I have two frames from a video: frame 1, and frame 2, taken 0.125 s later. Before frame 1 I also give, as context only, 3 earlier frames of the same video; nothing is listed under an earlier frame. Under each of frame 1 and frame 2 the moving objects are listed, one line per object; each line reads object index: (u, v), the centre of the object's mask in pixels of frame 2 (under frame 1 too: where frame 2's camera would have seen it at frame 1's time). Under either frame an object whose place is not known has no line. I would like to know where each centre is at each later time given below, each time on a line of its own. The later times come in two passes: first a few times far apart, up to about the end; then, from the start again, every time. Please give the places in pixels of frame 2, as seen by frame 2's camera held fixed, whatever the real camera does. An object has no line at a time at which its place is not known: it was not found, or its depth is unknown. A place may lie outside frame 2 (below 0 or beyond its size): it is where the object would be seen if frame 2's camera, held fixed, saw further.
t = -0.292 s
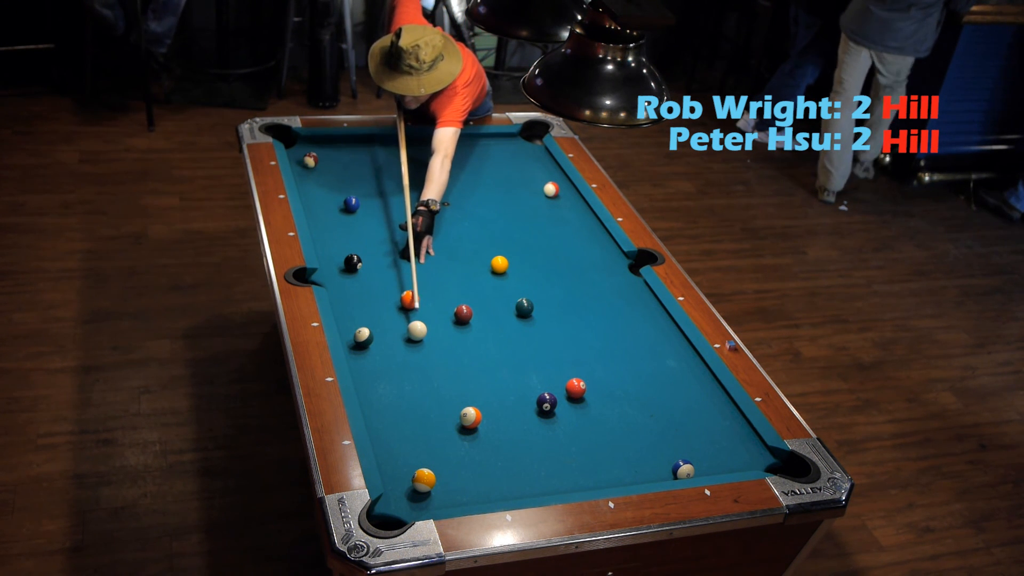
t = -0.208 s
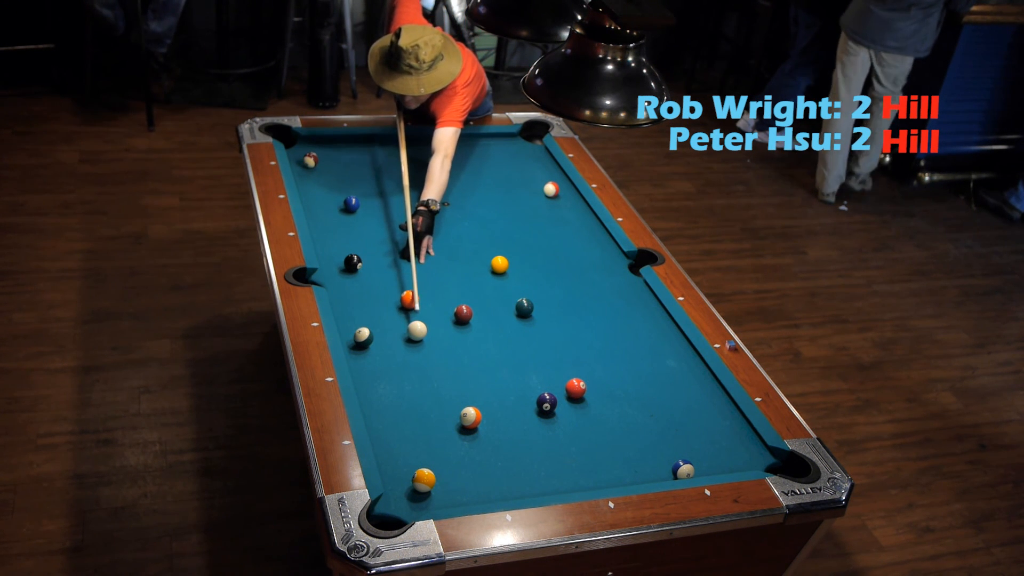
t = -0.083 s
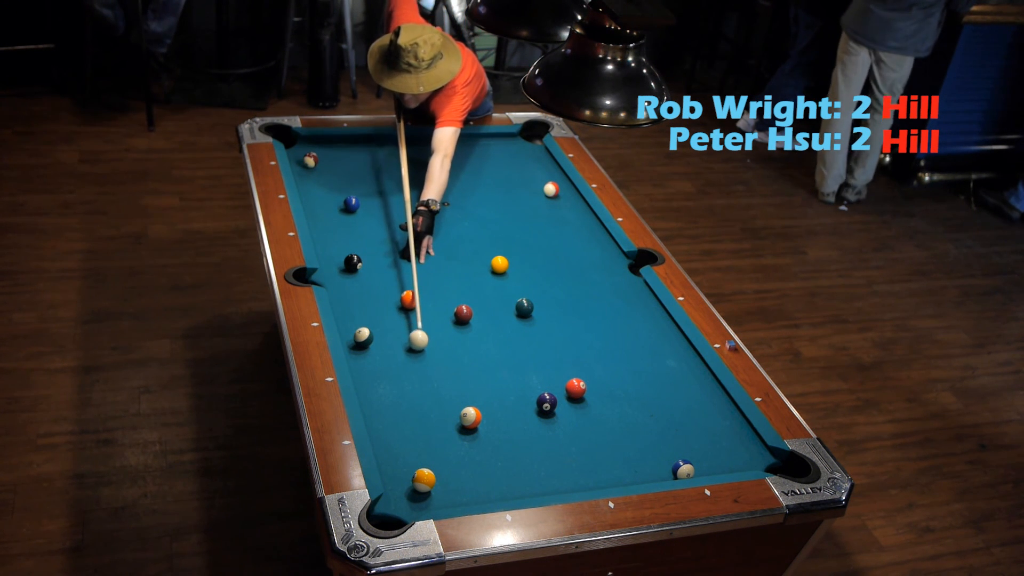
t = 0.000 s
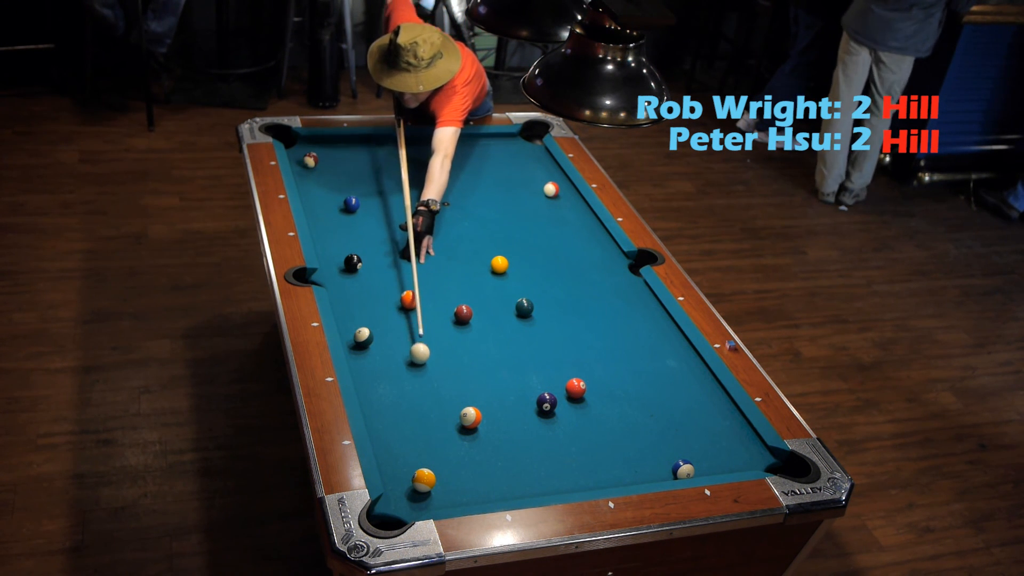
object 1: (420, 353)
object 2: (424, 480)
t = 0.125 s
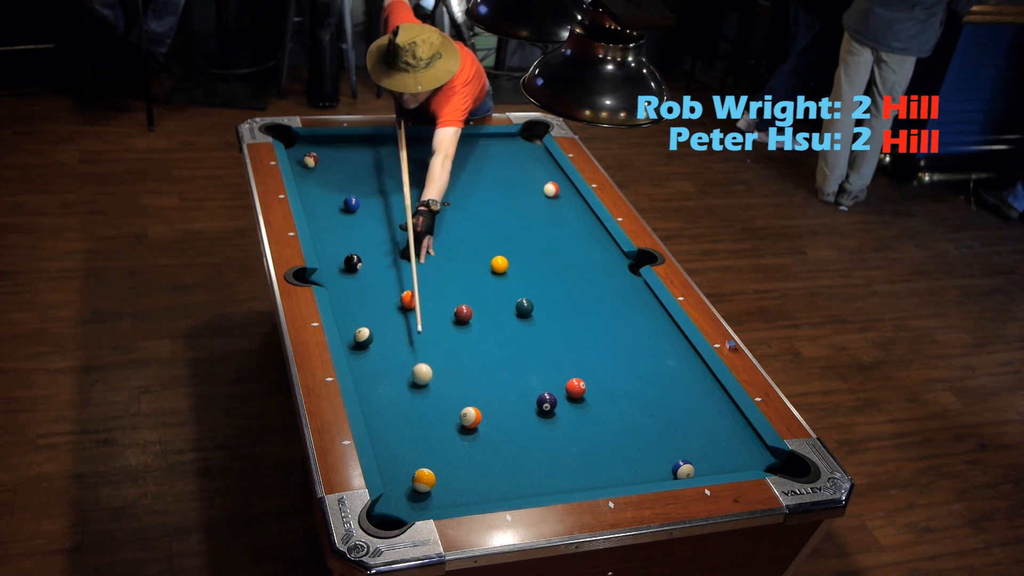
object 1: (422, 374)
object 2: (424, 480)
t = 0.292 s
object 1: (425, 403)
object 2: (424, 480)
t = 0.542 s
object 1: (431, 449)
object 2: (424, 480)
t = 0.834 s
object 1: (452, 479)
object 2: (410, 504)
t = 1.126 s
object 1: (476, 496)
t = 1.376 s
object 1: (483, 491)
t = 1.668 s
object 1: (488, 481)
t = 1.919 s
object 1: (490, 475)
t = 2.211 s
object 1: (492, 469)
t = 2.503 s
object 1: (493, 465)
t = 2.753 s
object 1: (492, 463)
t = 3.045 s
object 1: (492, 463)
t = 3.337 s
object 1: (492, 463)
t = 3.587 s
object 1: (492, 463)
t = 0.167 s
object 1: (422, 381)
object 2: (424, 480)
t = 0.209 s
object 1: (423, 389)
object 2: (424, 480)
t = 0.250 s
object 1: (424, 396)
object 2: (424, 480)
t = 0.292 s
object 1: (425, 403)
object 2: (424, 480)
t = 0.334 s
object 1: (426, 411)
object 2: (424, 480)
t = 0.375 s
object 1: (427, 418)
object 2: (424, 480)
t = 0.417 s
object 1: (428, 426)
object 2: (424, 480)
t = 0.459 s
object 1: (429, 433)
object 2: (424, 480)
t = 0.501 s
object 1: (429, 441)
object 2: (424, 480)
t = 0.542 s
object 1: (431, 449)
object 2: (424, 480)
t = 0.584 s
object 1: (432, 457)
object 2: (424, 480)
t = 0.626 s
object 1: (434, 463)
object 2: (423, 480)
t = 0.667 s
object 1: (437, 467)
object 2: (421, 486)
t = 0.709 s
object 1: (440, 470)
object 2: (418, 491)
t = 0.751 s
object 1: (444, 473)
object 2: (415, 495)
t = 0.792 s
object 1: (448, 476)
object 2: (413, 499)
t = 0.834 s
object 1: (452, 479)
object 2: (410, 504)
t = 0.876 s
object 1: (455, 482)
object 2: (408, 508)
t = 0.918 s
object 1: (459, 485)
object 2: (406, 512)
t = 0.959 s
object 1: (462, 488)
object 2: (402, 518)
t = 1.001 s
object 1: (466, 490)
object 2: (397, 525)
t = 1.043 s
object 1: (470, 493)
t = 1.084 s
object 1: (473, 495)
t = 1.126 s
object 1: (476, 496)
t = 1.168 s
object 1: (479, 497)
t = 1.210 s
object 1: (480, 495)
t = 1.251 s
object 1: (481, 494)
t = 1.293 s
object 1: (482, 493)
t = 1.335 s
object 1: (482, 492)
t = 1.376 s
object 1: (483, 491)
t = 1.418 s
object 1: (484, 490)
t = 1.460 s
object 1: (485, 488)
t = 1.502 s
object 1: (485, 487)
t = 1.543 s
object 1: (486, 485)
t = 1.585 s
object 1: (486, 484)
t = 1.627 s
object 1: (487, 483)
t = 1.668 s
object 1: (488, 481)
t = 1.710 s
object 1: (488, 480)
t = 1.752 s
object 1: (488, 479)
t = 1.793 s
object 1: (489, 478)
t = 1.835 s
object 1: (489, 477)
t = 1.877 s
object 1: (490, 476)
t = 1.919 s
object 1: (490, 475)
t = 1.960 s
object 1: (491, 474)
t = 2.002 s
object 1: (491, 473)
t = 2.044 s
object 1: (491, 472)
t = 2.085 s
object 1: (491, 471)
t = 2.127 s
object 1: (492, 470)
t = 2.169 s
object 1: (492, 470)
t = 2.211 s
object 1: (492, 469)
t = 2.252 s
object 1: (492, 468)
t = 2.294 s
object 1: (493, 468)
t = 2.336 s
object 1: (493, 467)
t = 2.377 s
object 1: (493, 466)
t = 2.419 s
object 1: (493, 466)
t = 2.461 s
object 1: (493, 466)
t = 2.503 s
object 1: (493, 465)
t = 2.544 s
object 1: (493, 465)
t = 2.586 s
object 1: (492, 464)
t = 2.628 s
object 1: (492, 464)
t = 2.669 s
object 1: (492, 464)
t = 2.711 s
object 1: (492, 464)
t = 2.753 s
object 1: (492, 463)
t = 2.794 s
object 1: (492, 463)
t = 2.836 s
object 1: (492, 463)
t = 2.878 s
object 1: (492, 463)
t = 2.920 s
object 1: (492, 463)
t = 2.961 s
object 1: (492, 463)
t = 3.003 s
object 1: (492, 463)
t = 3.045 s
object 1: (492, 463)
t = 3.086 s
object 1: (492, 463)
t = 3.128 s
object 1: (492, 463)
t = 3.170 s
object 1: (492, 463)
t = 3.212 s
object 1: (492, 463)
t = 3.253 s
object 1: (492, 463)
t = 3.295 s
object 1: (492, 463)
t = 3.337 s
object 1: (492, 463)
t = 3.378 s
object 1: (492, 463)
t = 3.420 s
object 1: (492, 463)
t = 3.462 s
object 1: (492, 463)
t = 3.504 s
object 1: (492, 463)
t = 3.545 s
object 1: (492, 463)
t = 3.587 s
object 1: (492, 463)
